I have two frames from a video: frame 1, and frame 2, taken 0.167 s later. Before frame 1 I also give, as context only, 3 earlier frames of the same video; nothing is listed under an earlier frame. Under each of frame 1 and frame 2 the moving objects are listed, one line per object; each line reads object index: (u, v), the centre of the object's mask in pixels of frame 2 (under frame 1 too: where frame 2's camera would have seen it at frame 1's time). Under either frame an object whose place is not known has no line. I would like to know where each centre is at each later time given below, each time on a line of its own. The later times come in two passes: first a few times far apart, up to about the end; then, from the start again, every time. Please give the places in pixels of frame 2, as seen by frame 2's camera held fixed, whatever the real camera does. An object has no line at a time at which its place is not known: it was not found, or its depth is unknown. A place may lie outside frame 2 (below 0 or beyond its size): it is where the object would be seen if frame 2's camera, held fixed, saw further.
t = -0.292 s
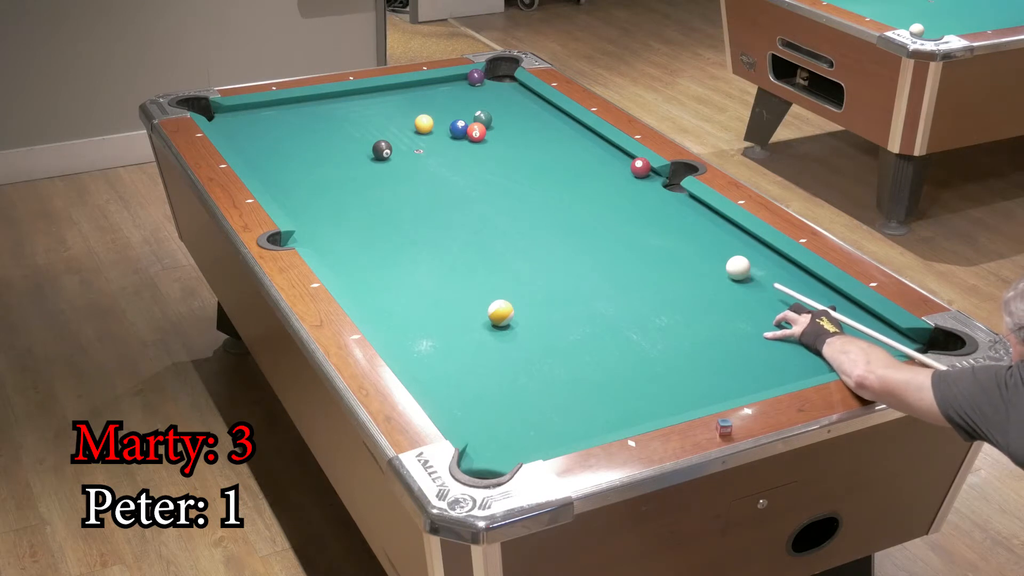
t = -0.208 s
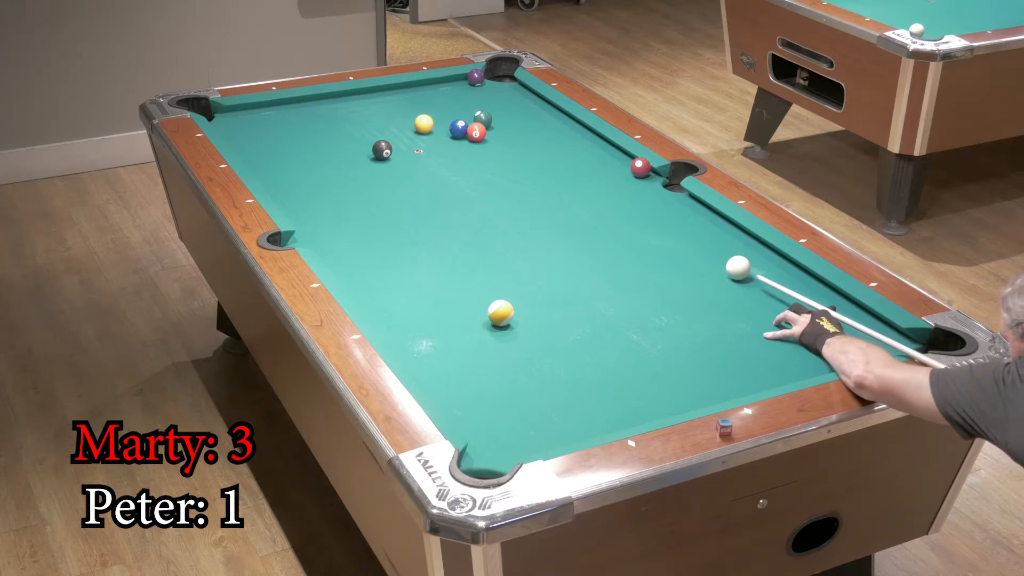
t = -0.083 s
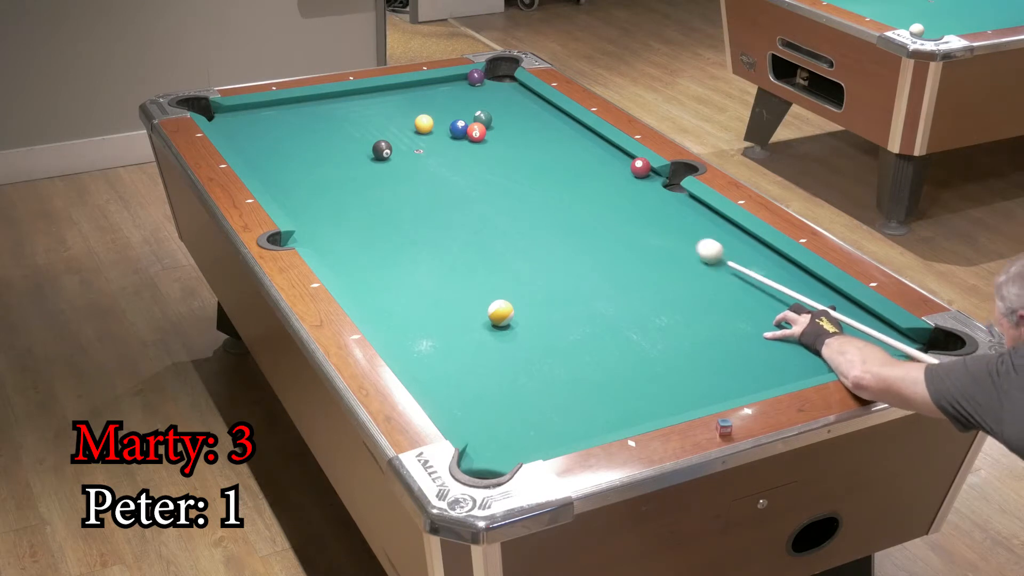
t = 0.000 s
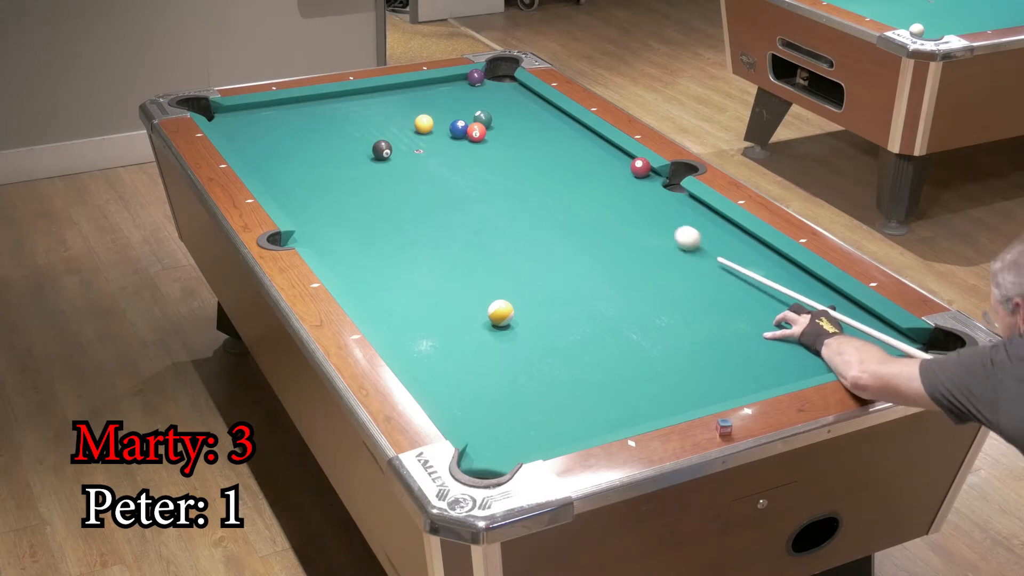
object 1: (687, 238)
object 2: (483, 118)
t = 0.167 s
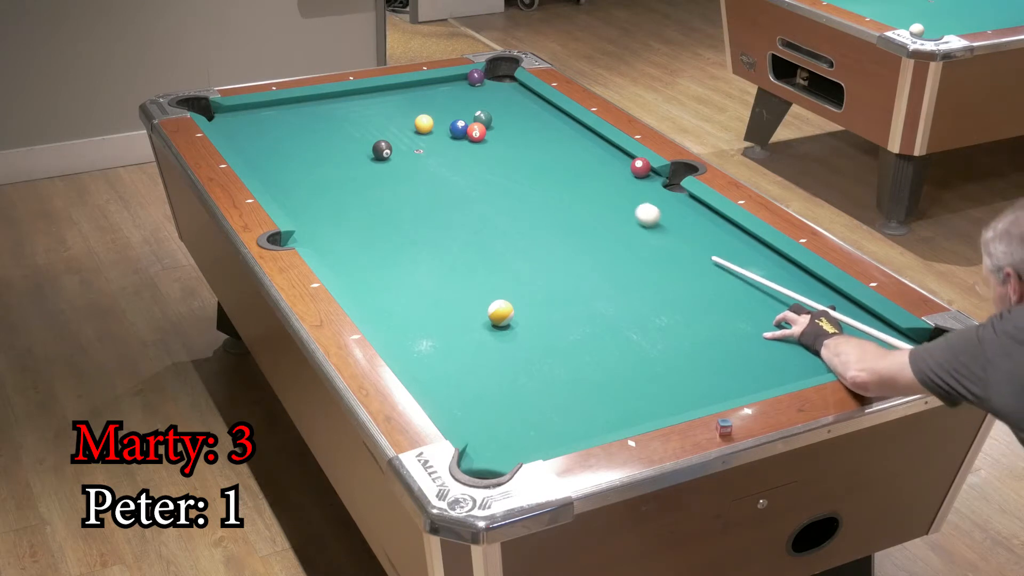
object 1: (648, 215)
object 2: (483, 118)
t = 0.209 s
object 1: (638, 210)
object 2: (483, 118)
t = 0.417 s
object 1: (594, 184)
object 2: (483, 118)
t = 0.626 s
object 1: (554, 161)
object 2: (483, 118)
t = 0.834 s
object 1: (518, 140)
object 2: (483, 118)
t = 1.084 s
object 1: (491, 124)
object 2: (472, 114)
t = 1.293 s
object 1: (485, 119)
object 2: (454, 104)
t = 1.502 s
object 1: (479, 116)
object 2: (437, 95)
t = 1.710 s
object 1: (473, 114)
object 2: (422, 85)
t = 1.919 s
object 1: (470, 113)
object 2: (422, 88)
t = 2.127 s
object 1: (467, 111)
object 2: (427, 93)
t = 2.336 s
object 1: (465, 110)
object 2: (430, 97)
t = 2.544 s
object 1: (463, 109)
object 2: (434, 102)
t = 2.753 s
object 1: (463, 109)
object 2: (437, 106)
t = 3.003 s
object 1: (463, 109)
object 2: (440, 111)
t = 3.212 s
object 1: (463, 109)
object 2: (442, 115)
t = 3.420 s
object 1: (463, 109)
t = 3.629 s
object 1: (463, 109)
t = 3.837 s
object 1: (463, 109)
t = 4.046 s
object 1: (463, 109)
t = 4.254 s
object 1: (463, 109)
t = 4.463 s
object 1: (463, 109)
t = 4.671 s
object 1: (463, 109)
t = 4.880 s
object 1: (463, 109)
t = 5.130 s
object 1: (463, 109)
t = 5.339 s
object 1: (463, 109)
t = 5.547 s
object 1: (463, 109)
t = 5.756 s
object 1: (463, 109)
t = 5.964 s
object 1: (463, 109)
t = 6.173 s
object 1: (463, 109)
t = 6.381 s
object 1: (463, 109)
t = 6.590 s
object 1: (463, 109)
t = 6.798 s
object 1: (463, 109)
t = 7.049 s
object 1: (463, 109)
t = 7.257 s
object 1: (463, 109)
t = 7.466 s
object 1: (463, 109)
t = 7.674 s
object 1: (463, 109)
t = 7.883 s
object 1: (463, 109)
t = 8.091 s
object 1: (463, 109)
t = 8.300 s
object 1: (463, 109)
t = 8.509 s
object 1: (463, 109)
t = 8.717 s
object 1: (463, 109)
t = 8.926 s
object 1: (463, 109)
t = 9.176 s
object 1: (463, 109)
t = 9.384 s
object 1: (463, 109)
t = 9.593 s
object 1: (463, 109)
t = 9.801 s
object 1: (463, 109)
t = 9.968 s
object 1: (463, 109)
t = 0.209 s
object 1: (638, 210)
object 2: (483, 118)
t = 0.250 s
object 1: (629, 204)
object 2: (483, 118)
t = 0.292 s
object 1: (620, 199)
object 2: (483, 118)
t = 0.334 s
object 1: (611, 194)
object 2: (483, 118)
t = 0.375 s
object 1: (602, 189)
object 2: (483, 118)
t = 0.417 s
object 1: (594, 184)
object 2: (483, 118)
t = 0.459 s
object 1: (586, 179)
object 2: (483, 118)
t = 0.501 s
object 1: (577, 175)
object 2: (483, 118)
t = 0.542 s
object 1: (570, 170)
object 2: (483, 118)
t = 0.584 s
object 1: (562, 165)
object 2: (483, 118)
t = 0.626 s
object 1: (554, 161)
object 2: (483, 118)
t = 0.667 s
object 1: (547, 157)
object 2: (483, 118)
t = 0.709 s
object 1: (539, 153)
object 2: (483, 118)
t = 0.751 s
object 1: (532, 148)
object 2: (483, 118)
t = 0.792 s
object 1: (525, 144)
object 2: (483, 118)
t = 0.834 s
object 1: (518, 140)
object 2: (483, 118)
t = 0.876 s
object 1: (512, 137)
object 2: (483, 118)
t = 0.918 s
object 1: (505, 133)
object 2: (483, 118)
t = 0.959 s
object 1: (499, 129)
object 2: (483, 117)
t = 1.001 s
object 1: (494, 126)
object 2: (481, 116)
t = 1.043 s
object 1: (492, 125)
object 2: (476, 114)
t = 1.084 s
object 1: (491, 124)
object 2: (472, 114)
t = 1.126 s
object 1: (490, 123)
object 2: (469, 112)
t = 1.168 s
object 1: (489, 122)
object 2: (465, 110)
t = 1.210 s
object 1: (488, 121)
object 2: (462, 107)
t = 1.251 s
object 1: (486, 120)
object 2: (458, 106)
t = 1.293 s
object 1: (485, 119)
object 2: (454, 104)
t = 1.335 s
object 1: (483, 119)
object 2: (451, 102)
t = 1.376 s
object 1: (482, 118)
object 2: (448, 100)
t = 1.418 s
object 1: (481, 117)
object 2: (444, 98)
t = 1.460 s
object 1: (480, 117)
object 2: (441, 96)
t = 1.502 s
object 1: (479, 116)
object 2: (437, 95)
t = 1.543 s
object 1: (477, 116)
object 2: (434, 92)
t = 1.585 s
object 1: (477, 115)
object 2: (431, 90)
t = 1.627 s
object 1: (475, 115)
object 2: (428, 89)
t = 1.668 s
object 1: (474, 115)
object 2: (425, 87)
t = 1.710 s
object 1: (473, 114)
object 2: (422, 85)
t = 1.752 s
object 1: (473, 114)
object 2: (419, 84)
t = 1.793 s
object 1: (472, 114)
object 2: (420, 85)
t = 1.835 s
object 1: (471, 113)
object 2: (421, 86)
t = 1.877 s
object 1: (471, 113)
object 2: (422, 87)
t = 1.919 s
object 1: (470, 113)
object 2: (422, 88)
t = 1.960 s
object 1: (470, 112)
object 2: (423, 89)
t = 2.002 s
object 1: (469, 112)
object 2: (424, 90)
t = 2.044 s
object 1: (469, 112)
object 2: (425, 91)
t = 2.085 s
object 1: (468, 111)
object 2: (426, 92)
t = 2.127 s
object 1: (467, 111)
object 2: (427, 93)
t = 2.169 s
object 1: (467, 111)
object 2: (427, 94)
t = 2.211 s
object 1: (466, 110)
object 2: (428, 95)
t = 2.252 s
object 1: (466, 110)
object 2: (429, 96)
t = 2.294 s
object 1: (465, 110)
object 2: (430, 96)
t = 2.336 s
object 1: (465, 110)
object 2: (430, 97)
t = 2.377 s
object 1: (465, 109)
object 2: (431, 99)
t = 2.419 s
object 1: (464, 109)
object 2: (432, 99)
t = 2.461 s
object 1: (464, 109)
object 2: (433, 100)
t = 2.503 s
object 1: (464, 109)
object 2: (433, 102)
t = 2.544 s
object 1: (463, 109)
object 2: (434, 102)
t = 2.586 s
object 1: (463, 109)
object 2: (435, 103)
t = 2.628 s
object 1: (463, 109)
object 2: (435, 104)
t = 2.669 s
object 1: (463, 109)
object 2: (436, 105)
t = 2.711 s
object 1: (463, 109)
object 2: (436, 106)
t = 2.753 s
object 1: (463, 109)
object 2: (437, 106)
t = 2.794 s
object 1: (463, 109)
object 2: (437, 107)
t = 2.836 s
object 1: (463, 108)
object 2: (438, 108)
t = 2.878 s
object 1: (463, 109)
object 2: (439, 109)
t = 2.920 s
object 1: (463, 109)
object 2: (439, 110)
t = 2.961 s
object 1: (463, 109)
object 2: (440, 110)
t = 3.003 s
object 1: (463, 109)
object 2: (440, 111)
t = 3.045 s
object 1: (463, 109)
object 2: (440, 112)
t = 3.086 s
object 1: (463, 109)
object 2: (441, 113)
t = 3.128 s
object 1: (463, 109)
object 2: (441, 114)
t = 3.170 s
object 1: (463, 109)
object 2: (442, 114)
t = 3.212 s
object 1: (463, 109)
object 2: (442, 115)
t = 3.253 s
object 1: (463, 109)
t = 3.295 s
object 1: (463, 109)
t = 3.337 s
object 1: (463, 109)
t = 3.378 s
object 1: (463, 109)
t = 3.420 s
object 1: (463, 109)
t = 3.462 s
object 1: (463, 109)
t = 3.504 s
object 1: (463, 109)
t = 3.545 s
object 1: (463, 109)
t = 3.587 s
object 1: (463, 109)
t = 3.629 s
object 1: (463, 109)
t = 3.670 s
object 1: (463, 109)
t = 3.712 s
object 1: (463, 109)
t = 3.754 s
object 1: (463, 109)
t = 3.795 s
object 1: (463, 109)
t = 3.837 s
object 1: (463, 109)
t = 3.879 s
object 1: (463, 109)
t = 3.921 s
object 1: (463, 109)
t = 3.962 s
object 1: (463, 109)
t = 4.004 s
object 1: (463, 109)
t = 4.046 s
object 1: (463, 109)
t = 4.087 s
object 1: (463, 109)
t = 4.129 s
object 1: (463, 109)
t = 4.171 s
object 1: (463, 109)
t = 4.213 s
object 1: (463, 109)
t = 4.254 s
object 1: (463, 109)
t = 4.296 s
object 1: (463, 109)
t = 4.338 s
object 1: (463, 109)
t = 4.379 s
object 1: (463, 109)
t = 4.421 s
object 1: (463, 109)
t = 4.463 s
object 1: (463, 109)
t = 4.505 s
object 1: (463, 109)
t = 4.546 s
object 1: (463, 109)
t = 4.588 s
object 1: (463, 109)
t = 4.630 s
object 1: (463, 109)
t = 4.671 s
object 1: (463, 109)
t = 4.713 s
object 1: (463, 109)
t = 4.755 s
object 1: (463, 109)
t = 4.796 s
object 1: (463, 109)
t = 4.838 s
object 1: (463, 109)
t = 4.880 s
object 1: (463, 109)
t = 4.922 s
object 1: (463, 109)
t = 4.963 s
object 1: (463, 109)
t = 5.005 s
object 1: (463, 109)
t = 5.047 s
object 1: (463, 109)
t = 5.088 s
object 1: (463, 109)
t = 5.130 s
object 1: (463, 109)
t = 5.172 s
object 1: (463, 109)
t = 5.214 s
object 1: (463, 109)
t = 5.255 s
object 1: (463, 109)
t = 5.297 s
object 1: (463, 109)
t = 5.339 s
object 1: (463, 109)
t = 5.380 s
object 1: (463, 109)
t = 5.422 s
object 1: (463, 109)
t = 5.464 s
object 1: (463, 109)
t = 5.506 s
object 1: (463, 109)
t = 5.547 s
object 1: (463, 109)
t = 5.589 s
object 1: (463, 109)
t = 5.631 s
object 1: (463, 109)
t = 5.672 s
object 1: (463, 109)
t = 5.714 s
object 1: (463, 109)
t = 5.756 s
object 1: (463, 109)
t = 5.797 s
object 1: (463, 109)
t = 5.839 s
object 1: (463, 109)
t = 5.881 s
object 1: (463, 109)
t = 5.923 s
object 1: (463, 109)
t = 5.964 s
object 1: (463, 109)
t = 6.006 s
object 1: (463, 109)
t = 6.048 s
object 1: (463, 109)
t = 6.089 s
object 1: (463, 109)
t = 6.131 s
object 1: (463, 109)
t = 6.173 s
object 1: (463, 109)
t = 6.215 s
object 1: (463, 109)
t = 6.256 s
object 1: (463, 109)
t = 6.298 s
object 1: (463, 109)
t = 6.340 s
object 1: (463, 109)
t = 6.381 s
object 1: (463, 109)
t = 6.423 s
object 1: (463, 109)
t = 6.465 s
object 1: (463, 109)
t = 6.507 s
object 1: (463, 109)
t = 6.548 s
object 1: (463, 109)
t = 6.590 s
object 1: (463, 109)
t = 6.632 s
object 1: (463, 109)
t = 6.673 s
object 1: (463, 109)
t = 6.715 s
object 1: (463, 109)
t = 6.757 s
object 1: (463, 109)
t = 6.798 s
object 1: (463, 109)
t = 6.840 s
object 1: (463, 109)
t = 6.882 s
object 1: (463, 109)
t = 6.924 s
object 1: (463, 109)
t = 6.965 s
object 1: (463, 109)
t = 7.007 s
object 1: (463, 109)
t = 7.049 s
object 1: (463, 109)
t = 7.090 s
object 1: (463, 109)
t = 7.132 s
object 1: (463, 109)
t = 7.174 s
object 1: (463, 109)
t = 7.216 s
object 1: (463, 109)
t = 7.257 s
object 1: (463, 109)
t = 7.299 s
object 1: (463, 109)
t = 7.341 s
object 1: (463, 109)
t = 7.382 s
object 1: (463, 109)
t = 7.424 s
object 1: (463, 109)
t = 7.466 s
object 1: (463, 109)
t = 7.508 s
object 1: (463, 109)
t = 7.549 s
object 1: (463, 109)
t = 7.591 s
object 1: (463, 109)
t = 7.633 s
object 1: (463, 109)
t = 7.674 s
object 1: (463, 109)
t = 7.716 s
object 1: (463, 109)
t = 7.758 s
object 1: (463, 109)
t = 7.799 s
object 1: (463, 109)
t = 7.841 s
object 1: (463, 109)
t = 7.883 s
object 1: (463, 109)
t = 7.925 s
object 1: (463, 109)
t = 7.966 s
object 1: (463, 109)
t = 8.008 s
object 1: (463, 109)
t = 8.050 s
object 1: (463, 109)
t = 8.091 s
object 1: (463, 109)
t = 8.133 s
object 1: (463, 109)
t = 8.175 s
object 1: (463, 109)
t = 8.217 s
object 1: (463, 109)
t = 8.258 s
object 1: (463, 109)
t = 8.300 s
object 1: (463, 109)
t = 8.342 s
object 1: (463, 109)
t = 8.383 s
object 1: (463, 109)
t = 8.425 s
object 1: (463, 109)
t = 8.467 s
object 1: (463, 109)
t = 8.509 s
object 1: (463, 109)
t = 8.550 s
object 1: (463, 109)
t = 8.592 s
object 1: (463, 109)
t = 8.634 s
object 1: (463, 109)
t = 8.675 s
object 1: (463, 109)
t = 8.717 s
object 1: (463, 109)
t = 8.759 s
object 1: (463, 109)
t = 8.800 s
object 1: (463, 109)
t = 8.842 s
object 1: (463, 109)
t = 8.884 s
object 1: (463, 109)
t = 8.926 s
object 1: (463, 109)
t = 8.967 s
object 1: (463, 109)
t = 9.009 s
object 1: (463, 109)
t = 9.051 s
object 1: (463, 109)
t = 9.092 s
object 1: (463, 109)
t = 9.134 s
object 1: (463, 109)
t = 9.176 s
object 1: (463, 109)
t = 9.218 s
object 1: (463, 109)
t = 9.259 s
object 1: (463, 109)
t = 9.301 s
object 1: (463, 109)
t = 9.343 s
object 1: (463, 109)
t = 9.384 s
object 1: (463, 109)
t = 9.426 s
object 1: (463, 109)
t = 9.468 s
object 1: (463, 109)
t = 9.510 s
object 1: (463, 109)
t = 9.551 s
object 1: (463, 109)
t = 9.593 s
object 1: (463, 109)
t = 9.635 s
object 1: (463, 109)
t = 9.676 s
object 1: (463, 109)
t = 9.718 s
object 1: (463, 109)
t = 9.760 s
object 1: (463, 109)
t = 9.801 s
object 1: (463, 109)
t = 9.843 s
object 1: (463, 109)
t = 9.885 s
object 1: (463, 109)
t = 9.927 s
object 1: (463, 109)
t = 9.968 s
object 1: (463, 109)
